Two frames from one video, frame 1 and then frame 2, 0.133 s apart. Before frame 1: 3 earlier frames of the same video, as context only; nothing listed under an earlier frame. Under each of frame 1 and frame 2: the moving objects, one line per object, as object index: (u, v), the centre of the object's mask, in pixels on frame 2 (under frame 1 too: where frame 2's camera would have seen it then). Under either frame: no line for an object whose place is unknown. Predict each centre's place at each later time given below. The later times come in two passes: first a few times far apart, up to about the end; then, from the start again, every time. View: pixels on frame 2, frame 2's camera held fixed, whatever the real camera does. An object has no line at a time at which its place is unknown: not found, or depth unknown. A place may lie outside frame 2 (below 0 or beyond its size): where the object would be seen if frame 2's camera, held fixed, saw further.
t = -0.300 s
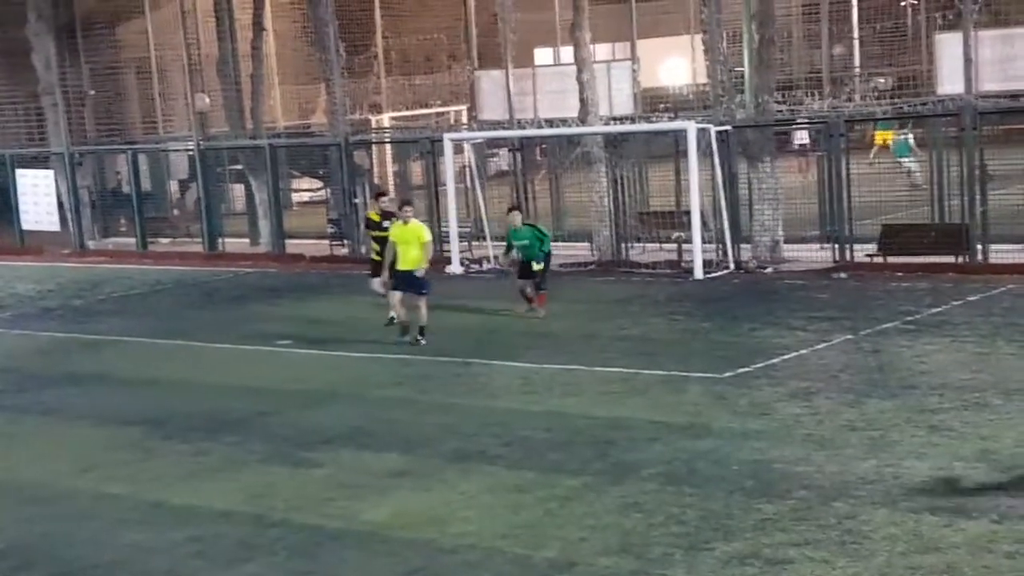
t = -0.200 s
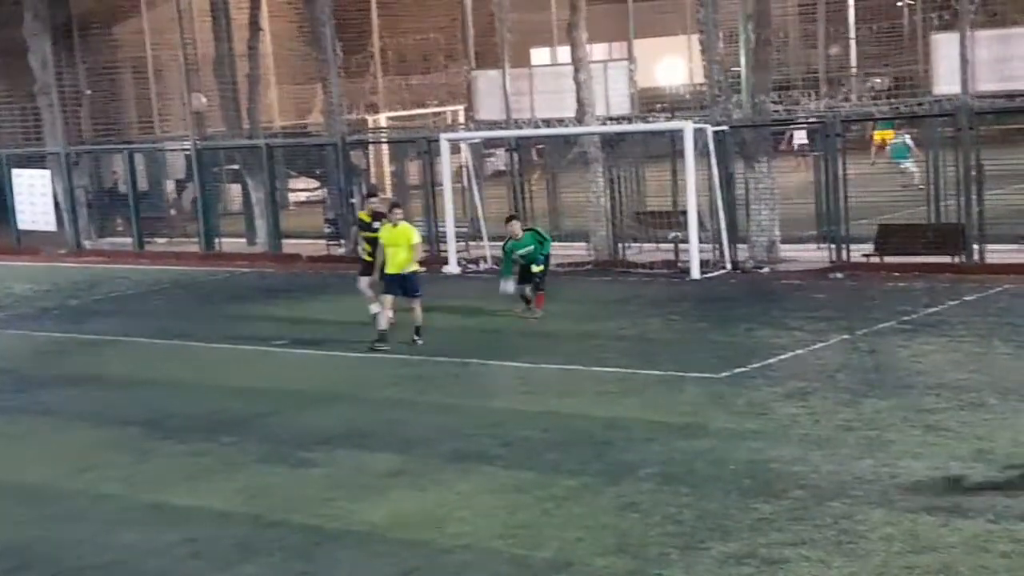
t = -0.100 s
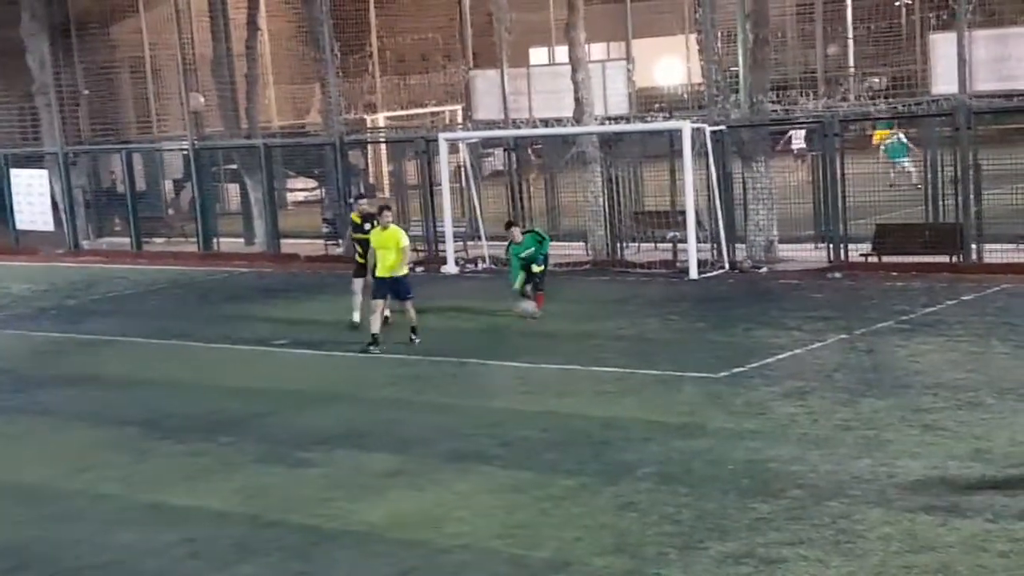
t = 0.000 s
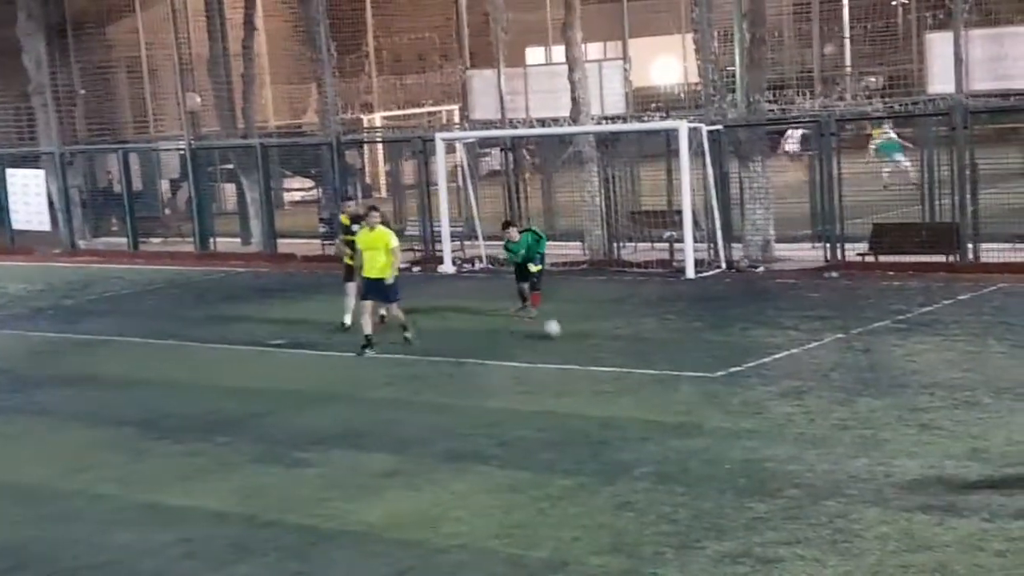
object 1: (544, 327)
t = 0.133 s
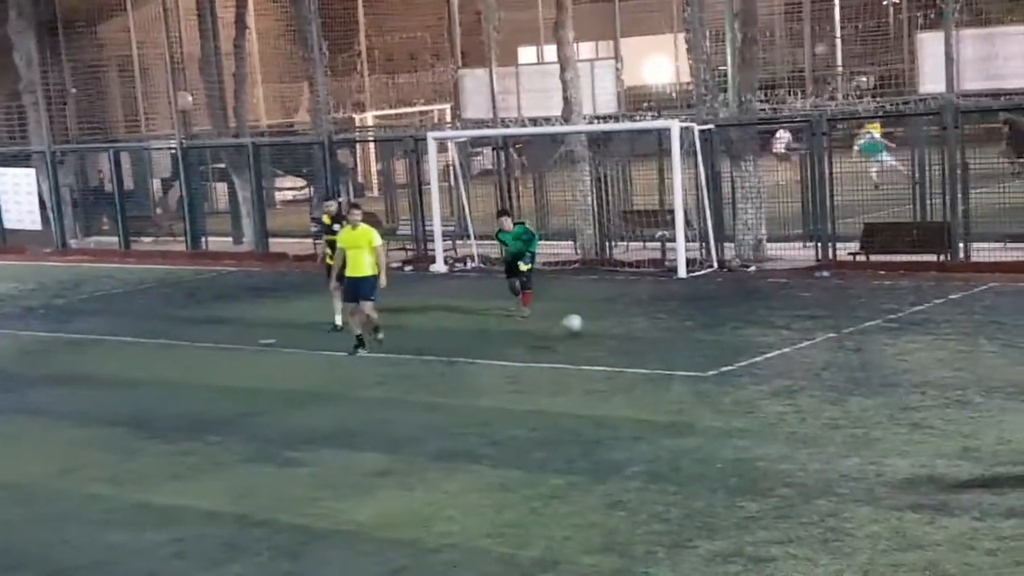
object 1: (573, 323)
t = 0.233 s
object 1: (595, 327)
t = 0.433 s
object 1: (648, 364)
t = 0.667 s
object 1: (715, 374)
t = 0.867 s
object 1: (782, 399)
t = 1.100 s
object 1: (874, 440)
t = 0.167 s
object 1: (580, 323)
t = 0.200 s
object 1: (588, 324)
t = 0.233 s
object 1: (595, 327)
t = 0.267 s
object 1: (603, 330)
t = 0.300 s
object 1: (612, 336)
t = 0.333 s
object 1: (621, 343)
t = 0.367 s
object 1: (630, 349)
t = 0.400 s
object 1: (639, 360)
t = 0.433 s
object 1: (648, 364)
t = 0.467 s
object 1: (656, 362)
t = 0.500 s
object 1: (665, 362)
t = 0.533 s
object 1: (675, 362)
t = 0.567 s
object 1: (685, 363)
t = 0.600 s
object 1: (695, 366)
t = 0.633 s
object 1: (705, 369)
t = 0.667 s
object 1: (715, 374)
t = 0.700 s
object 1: (726, 381)
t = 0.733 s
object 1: (738, 390)
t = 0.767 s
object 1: (748, 398)
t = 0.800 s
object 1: (758, 398)
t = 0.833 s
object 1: (770, 398)
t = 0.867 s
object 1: (782, 399)
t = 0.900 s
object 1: (796, 401)
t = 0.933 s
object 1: (807, 405)
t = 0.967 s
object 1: (820, 410)
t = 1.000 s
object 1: (833, 416)
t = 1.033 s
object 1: (847, 426)
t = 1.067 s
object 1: (861, 436)
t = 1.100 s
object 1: (874, 440)
